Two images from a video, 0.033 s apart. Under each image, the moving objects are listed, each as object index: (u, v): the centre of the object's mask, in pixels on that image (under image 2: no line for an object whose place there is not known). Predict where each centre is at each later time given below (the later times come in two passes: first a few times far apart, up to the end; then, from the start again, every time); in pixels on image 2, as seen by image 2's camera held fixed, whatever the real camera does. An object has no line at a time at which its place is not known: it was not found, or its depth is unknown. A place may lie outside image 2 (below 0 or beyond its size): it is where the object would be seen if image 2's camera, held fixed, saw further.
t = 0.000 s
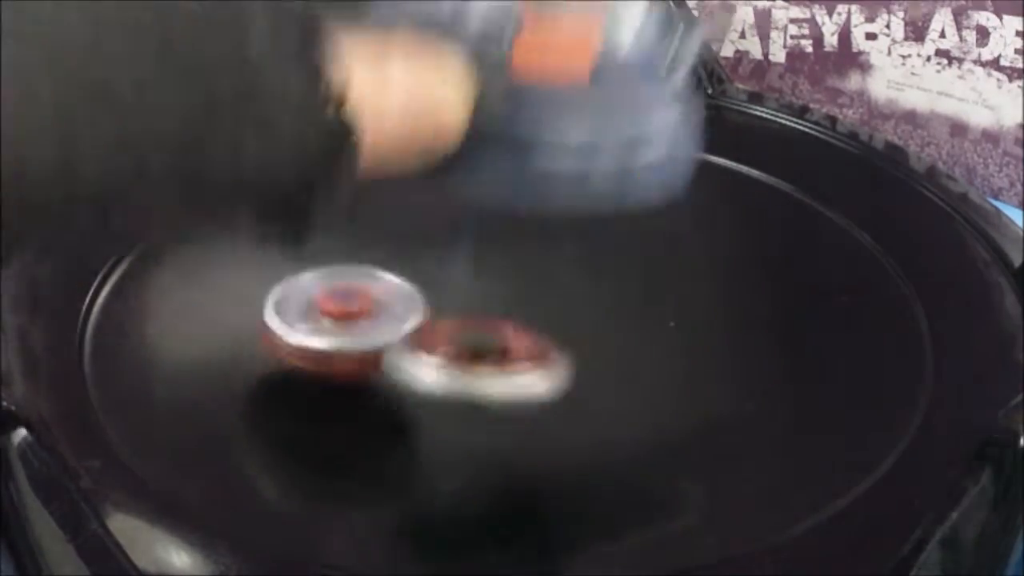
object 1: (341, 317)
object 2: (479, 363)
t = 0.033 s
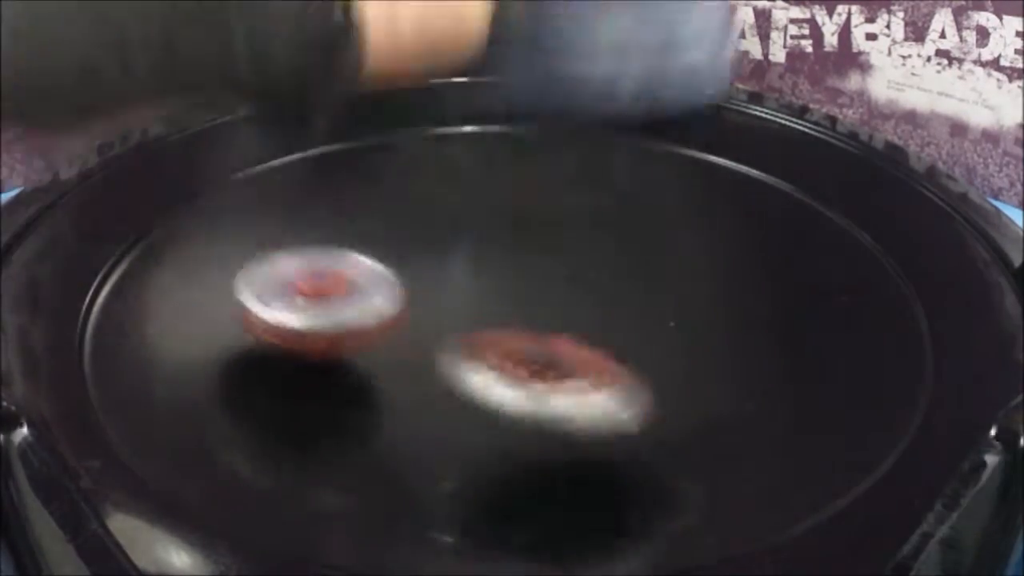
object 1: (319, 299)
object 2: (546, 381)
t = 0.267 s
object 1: (263, 203)
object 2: (785, 304)
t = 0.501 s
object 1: (383, 286)
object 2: (468, 198)
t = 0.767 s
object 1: (542, 318)
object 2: (74, 296)
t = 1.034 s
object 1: (527, 235)
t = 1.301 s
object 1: (398, 211)
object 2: (518, 305)
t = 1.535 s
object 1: (157, 106)
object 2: (520, 292)
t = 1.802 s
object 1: (234, 241)
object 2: (397, 414)
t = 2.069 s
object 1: (555, 343)
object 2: (511, 523)
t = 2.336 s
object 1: (641, 257)
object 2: (752, 387)
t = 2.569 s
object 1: (546, 93)
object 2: (445, 267)
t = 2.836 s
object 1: (394, 108)
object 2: (114, 233)
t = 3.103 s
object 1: (393, 274)
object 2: (196, 405)
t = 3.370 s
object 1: (637, 297)
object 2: (574, 429)
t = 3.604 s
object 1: (686, 174)
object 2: (531, 263)
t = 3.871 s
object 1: (510, 209)
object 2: (225, 140)
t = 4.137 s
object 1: (468, 337)
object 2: (69, 208)
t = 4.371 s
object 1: (604, 369)
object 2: (391, 299)
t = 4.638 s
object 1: (645, 364)
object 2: (681, 194)
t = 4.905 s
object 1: (491, 333)
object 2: (505, 107)
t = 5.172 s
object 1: (437, 317)
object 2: (225, 251)
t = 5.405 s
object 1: (736, 292)
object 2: (305, 469)
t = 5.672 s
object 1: (647, 287)
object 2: (829, 358)
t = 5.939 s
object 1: (405, 320)
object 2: (702, 130)
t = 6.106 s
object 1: (343, 354)
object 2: (426, 116)
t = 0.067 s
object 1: (290, 273)
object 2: (618, 401)
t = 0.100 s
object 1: (270, 250)
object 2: (675, 384)
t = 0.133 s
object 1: (258, 231)
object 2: (725, 380)
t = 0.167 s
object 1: (253, 217)
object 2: (760, 365)
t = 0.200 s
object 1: (253, 208)
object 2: (782, 345)
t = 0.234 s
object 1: (256, 204)
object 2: (789, 325)
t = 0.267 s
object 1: (263, 203)
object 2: (785, 304)
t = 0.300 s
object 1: (273, 207)
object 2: (766, 283)
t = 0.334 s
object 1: (285, 214)
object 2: (736, 263)
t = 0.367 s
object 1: (298, 224)
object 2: (697, 247)
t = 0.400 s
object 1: (316, 237)
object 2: (649, 233)
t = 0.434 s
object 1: (335, 252)
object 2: (595, 219)
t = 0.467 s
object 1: (357, 268)
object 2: (532, 207)
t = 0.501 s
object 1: (383, 286)
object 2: (468, 198)
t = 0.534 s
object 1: (406, 300)
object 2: (400, 192)
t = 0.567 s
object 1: (429, 311)
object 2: (335, 188)
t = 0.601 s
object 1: (453, 321)
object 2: (268, 188)
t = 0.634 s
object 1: (475, 327)
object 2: (214, 188)
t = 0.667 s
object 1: (496, 329)
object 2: (173, 206)
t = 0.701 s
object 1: (514, 328)
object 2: (135, 231)
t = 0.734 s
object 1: (530, 324)
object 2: (102, 262)
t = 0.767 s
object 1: (542, 318)
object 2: (74, 296)
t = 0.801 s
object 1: (551, 309)
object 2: (67, 332)
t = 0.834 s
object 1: (557, 298)
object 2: (92, 377)
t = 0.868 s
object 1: (558, 287)
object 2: (137, 429)
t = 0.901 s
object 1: (557, 276)
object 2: (198, 480)
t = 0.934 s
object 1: (553, 265)
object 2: (306, 507)
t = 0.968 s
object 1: (547, 255)
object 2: (429, 520)
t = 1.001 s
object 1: (538, 245)
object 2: (562, 529)
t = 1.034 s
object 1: (527, 235)
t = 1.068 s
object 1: (514, 227)
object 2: (813, 524)
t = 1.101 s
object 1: (500, 219)
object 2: (796, 467)
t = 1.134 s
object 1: (485, 213)
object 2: (751, 399)
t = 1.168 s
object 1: (469, 208)
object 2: (701, 366)
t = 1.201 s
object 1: (452, 206)
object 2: (650, 371)
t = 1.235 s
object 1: (433, 205)
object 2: (599, 396)
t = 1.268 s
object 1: (415, 206)
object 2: (559, 337)
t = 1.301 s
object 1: (398, 211)
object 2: (518, 305)
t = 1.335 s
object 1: (380, 216)
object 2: (485, 284)
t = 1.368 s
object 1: (328, 176)
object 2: (495, 267)
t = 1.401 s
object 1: (273, 156)
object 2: (507, 271)
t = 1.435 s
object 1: (228, 133)
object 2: (516, 275)
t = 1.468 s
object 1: (195, 116)
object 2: (521, 277)
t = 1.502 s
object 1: (170, 106)
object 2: (523, 284)
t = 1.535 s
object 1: (157, 106)
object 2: (520, 292)
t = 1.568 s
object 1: (152, 113)
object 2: (513, 302)
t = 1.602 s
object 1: (154, 126)
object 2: (502, 314)
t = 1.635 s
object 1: (159, 139)
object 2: (486, 328)
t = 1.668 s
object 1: (165, 153)
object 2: (468, 343)
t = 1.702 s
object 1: (173, 171)
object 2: (449, 360)
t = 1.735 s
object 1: (189, 193)
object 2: (429, 378)
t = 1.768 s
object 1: (209, 217)
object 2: (412, 396)
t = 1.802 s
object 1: (234, 241)
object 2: (397, 414)
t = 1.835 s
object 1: (264, 266)
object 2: (388, 432)
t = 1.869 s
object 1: (301, 290)
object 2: (386, 449)
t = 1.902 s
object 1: (343, 311)
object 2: (391, 465)
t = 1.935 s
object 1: (387, 327)
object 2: (402, 481)
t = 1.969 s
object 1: (431, 339)
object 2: (422, 495)
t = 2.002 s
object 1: (476, 345)
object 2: (447, 508)
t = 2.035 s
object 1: (518, 346)
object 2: (477, 517)
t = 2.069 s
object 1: (555, 343)
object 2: (511, 523)
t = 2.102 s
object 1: (584, 335)
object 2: (549, 526)
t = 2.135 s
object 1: (608, 328)
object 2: (592, 525)
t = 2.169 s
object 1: (626, 318)
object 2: (635, 518)
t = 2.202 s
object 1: (636, 307)
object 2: (678, 504)
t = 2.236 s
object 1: (642, 293)
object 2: (718, 481)
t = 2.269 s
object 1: (645, 282)
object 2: (746, 453)
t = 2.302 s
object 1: (644, 270)
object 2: (757, 421)
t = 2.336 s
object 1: (641, 257)
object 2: (752, 387)
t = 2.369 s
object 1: (634, 245)
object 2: (731, 354)
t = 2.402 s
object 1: (624, 235)
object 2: (700, 323)
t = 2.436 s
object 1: (612, 189)
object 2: (653, 294)
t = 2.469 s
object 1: (598, 153)
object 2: (604, 284)
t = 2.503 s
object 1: (583, 141)
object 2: (553, 294)
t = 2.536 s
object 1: (565, 114)
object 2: (499, 275)
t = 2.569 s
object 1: (546, 93)
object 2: (445, 267)
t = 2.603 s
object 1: (525, 78)
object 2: (393, 257)
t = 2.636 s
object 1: (503, 72)
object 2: (343, 247)
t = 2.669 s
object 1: (481, 68)
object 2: (295, 236)
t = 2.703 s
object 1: (460, 71)
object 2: (252, 228)
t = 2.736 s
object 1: (442, 76)
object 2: (211, 224)
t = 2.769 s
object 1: (425, 82)
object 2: (175, 223)
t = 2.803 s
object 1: (410, 91)
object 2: (142, 226)
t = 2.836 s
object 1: (394, 108)
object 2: (114, 233)
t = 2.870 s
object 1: (381, 123)
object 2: (105, 250)
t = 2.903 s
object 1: (370, 141)
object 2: (106, 271)
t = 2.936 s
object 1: (363, 161)
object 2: (111, 293)
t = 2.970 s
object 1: (358, 183)
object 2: (119, 316)
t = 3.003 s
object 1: (358, 205)
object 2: (132, 339)
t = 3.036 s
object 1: (364, 229)
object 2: (150, 362)
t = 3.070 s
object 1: (375, 252)
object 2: (172, 384)
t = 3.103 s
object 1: (393, 274)
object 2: (196, 405)
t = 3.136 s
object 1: (416, 294)
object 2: (227, 426)
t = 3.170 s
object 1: (444, 311)
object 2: (268, 444)
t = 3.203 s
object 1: (474, 325)
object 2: (323, 458)
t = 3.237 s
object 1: (507, 334)
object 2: (388, 464)
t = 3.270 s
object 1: (539, 339)
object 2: (453, 459)
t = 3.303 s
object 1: (566, 337)
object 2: (516, 445)
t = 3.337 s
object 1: (599, 325)
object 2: (553, 435)
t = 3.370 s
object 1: (637, 297)
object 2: (574, 429)
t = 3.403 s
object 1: (668, 271)
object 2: (589, 417)
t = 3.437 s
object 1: (689, 245)
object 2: (598, 399)
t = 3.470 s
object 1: (702, 224)
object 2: (599, 377)
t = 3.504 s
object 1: (707, 207)
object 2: (593, 351)
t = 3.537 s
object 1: (706, 193)
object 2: (579, 322)
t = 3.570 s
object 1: (699, 182)
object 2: (558, 293)
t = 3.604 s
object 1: (686, 174)
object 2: (531, 263)
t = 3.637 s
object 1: (671, 170)
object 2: (500, 235)
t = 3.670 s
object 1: (652, 168)
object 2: (465, 210)
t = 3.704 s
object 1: (631, 168)
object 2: (427, 187)
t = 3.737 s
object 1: (608, 171)
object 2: (387, 169)
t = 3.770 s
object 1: (584, 177)
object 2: (344, 155)
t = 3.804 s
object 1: (559, 185)
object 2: (301, 145)
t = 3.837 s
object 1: (534, 196)
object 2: (256, 136)
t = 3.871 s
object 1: (510, 209)
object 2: (225, 140)
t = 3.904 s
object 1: (488, 223)
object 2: (193, 153)
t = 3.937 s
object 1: (471, 239)
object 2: (162, 164)
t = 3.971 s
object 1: (459, 256)
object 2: (131, 173)
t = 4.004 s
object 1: (451, 274)
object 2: (101, 182)
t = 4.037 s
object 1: (448, 292)
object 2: (72, 192)
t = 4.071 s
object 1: (450, 308)
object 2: (53, 202)
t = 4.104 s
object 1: (456, 323)
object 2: (56, 197)
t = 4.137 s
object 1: (468, 337)
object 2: (69, 208)
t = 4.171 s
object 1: (483, 346)
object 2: (91, 216)
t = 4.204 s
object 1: (501, 357)
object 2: (120, 229)
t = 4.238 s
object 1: (521, 363)
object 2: (164, 246)
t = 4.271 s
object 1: (542, 368)
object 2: (216, 262)
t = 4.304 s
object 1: (564, 370)
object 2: (270, 278)
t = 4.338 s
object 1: (584, 370)
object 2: (328, 292)
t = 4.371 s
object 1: (604, 369)
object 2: (391, 299)
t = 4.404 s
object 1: (619, 365)
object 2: (447, 303)
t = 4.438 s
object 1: (634, 361)
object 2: (497, 298)
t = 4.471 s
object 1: (645, 355)
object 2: (542, 287)
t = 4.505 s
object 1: (654, 347)
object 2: (583, 272)
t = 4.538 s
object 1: (659, 346)
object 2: (628, 246)
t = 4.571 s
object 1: (660, 355)
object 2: (659, 237)
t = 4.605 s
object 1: (654, 348)
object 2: (674, 211)
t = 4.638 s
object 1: (645, 364)
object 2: (681, 194)
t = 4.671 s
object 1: (629, 360)
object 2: (680, 176)
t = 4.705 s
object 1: (611, 358)
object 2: (671, 162)
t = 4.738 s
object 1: (591, 359)
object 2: (655, 148)
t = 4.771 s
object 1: (570, 354)
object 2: (634, 136)
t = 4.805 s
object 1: (548, 350)
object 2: (607, 124)
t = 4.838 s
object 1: (527, 345)
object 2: (578, 114)
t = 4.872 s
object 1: (508, 339)
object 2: (545, 104)
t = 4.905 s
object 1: (491, 333)
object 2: (505, 107)
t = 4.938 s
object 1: (476, 327)
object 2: (463, 113)
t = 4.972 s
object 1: (463, 322)
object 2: (419, 119)
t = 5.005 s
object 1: (453, 319)
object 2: (373, 126)
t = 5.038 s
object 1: (445, 316)
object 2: (328, 136)
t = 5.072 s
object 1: (439, 315)
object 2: (285, 154)
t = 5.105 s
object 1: (436, 312)
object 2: (252, 180)
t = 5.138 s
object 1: (436, 311)
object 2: (231, 213)
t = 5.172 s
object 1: (437, 317)
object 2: (225, 251)
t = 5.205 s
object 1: (438, 318)
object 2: (239, 295)
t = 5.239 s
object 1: (445, 318)
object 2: (265, 339)
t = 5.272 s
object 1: (513, 320)
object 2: (245, 369)
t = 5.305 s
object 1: (584, 315)
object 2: (234, 398)
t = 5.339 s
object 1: (646, 309)
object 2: (240, 425)
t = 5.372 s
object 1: (697, 301)
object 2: (262, 448)
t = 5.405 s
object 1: (736, 292)
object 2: (305, 469)
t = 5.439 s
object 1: (762, 286)
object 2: (364, 484)
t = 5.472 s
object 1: (775, 282)
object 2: (437, 490)
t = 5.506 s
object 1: (776, 279)
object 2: (520, 489)
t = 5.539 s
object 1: (766, 279)
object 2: (602, 476)
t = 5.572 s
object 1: (745, 280)
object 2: (676, 455)
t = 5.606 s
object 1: (717, 282)
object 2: (740, 427)
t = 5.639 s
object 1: (683, 284)
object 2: (790, 395)
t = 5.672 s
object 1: (647, 287)
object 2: (829, 358)
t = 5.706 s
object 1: (609, 290)
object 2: (856, 321)
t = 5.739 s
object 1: (573, 293)
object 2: (872, 282)
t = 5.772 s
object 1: (537, 296)
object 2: (878, 245)
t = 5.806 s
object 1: (505, 300)
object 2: (869, 208)
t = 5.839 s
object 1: (476, 304)
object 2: (834, 185)
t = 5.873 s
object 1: (451, 309)
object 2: (792, 167)
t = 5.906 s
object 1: (427, 314)
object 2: (748, 148)
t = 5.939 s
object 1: (405, 320)
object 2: (702, 130)
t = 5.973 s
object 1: (386, 327)
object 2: (649, 120)
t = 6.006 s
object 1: (371, 334)
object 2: (594, 111)
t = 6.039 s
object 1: (358, 341)
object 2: (538, 106)
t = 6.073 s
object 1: (349, 347)
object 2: (481, 108)
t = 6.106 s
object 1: (343, 354)
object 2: (426, 116)
